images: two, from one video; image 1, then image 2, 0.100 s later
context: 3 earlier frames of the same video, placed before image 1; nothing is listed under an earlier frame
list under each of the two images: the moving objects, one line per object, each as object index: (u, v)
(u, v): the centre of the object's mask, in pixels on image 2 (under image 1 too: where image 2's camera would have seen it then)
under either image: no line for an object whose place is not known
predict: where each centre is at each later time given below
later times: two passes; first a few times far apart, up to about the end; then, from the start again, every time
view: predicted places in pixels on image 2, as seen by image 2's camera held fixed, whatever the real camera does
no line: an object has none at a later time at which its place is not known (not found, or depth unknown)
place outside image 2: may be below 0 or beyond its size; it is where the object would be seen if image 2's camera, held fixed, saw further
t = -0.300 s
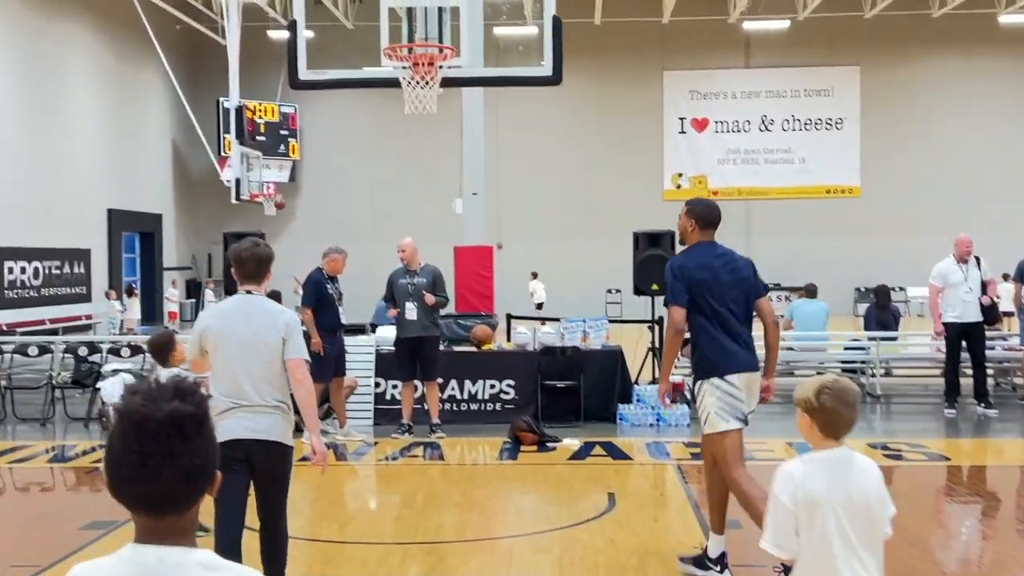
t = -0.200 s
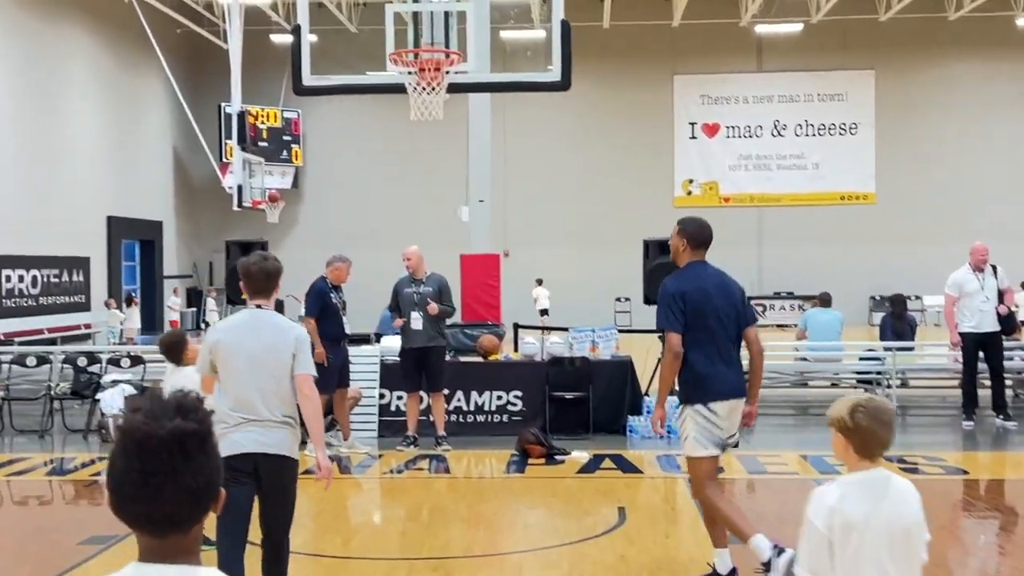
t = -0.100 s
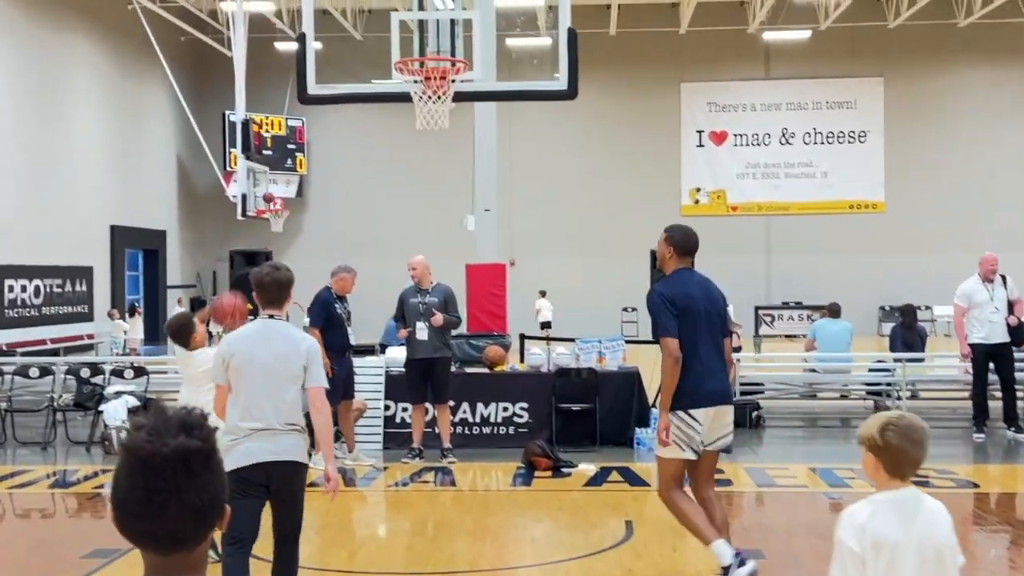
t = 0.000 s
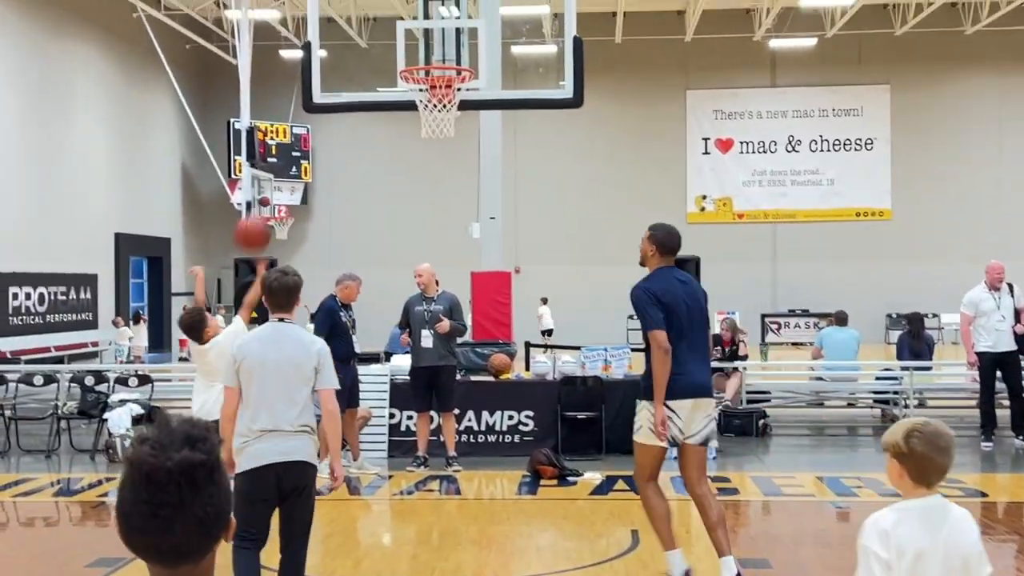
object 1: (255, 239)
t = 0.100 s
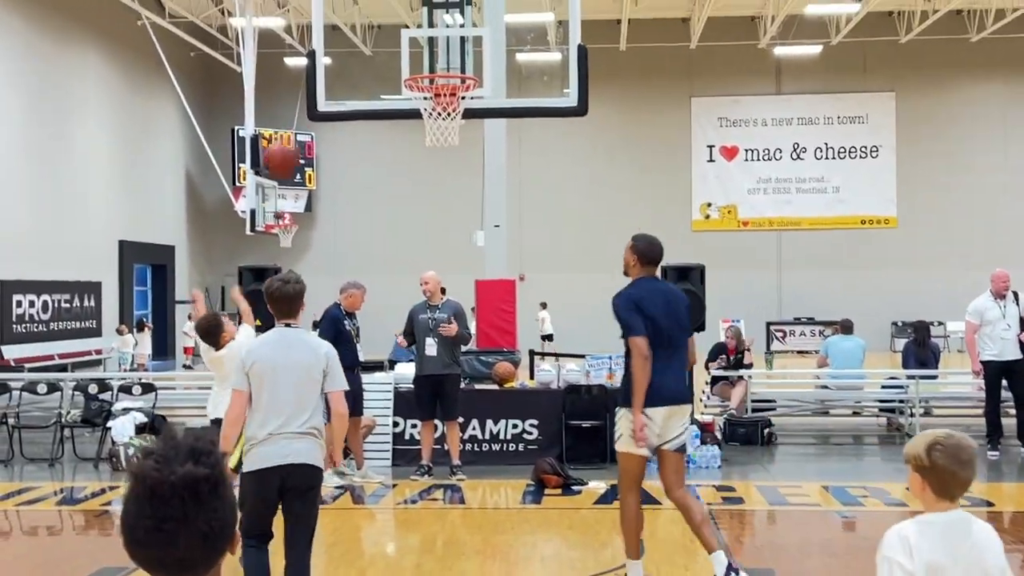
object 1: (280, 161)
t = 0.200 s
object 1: (305, 95)
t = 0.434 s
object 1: (357, 13)
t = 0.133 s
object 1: (290, 133)
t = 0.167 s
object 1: (298, 113)
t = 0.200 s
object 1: (305, 95)
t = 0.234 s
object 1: (312, 80)
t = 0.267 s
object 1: (320, 64)
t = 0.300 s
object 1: (328, 50)
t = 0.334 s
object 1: (336, 38)
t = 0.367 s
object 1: (342, 28)
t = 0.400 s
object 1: (350, 19)
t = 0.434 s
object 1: (357, 13)
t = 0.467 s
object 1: (365, 8)
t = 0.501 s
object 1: (372, 5)
